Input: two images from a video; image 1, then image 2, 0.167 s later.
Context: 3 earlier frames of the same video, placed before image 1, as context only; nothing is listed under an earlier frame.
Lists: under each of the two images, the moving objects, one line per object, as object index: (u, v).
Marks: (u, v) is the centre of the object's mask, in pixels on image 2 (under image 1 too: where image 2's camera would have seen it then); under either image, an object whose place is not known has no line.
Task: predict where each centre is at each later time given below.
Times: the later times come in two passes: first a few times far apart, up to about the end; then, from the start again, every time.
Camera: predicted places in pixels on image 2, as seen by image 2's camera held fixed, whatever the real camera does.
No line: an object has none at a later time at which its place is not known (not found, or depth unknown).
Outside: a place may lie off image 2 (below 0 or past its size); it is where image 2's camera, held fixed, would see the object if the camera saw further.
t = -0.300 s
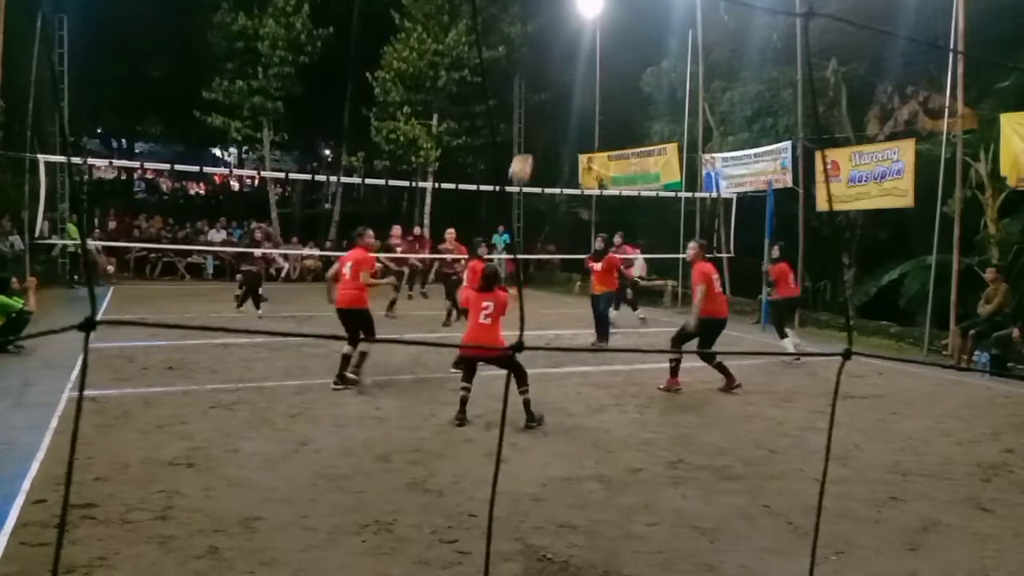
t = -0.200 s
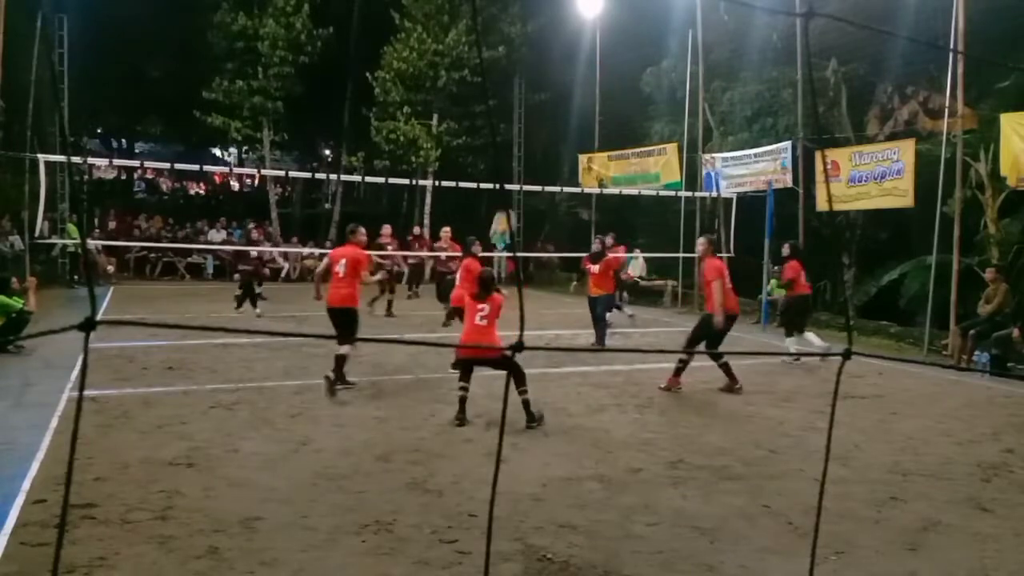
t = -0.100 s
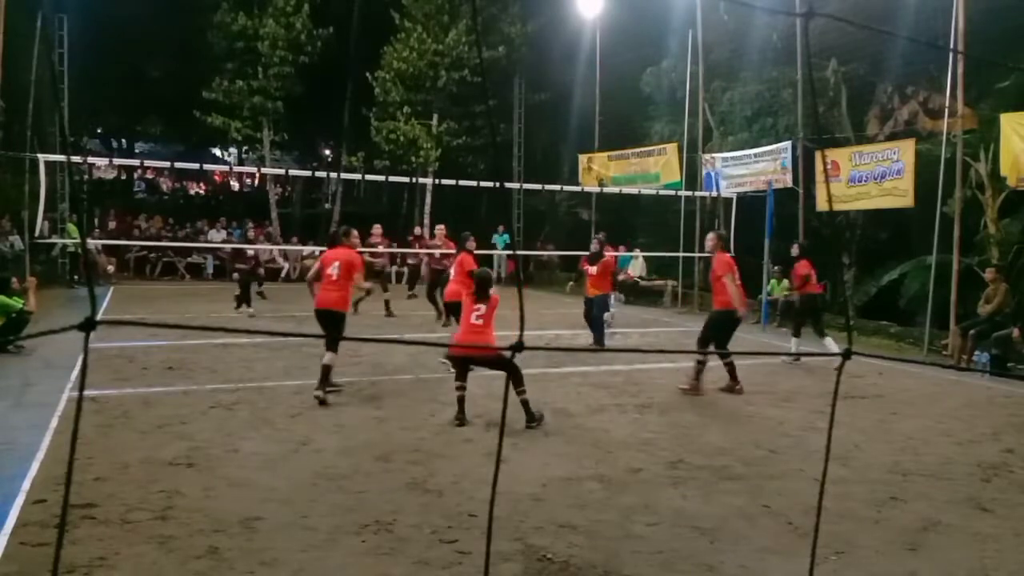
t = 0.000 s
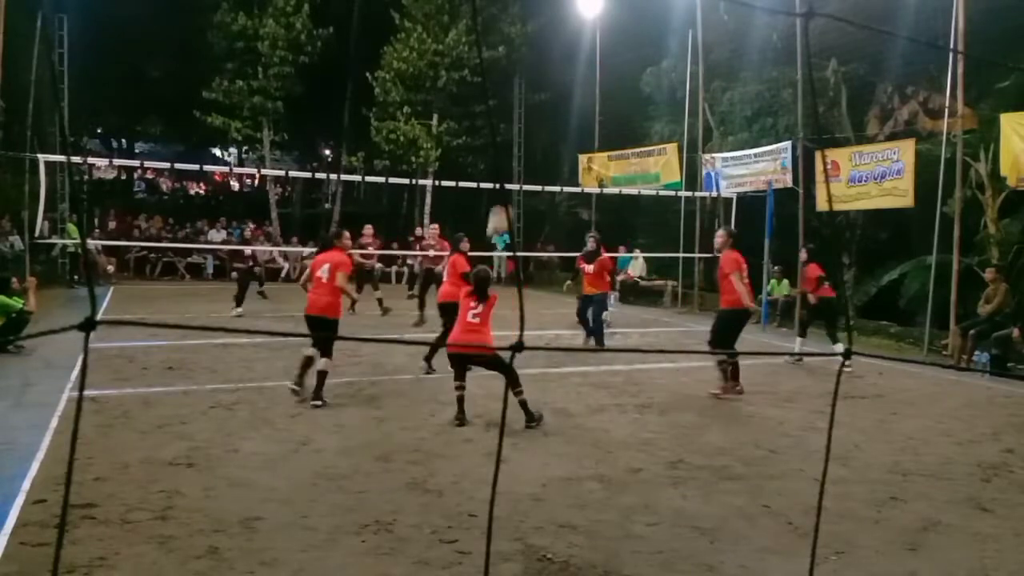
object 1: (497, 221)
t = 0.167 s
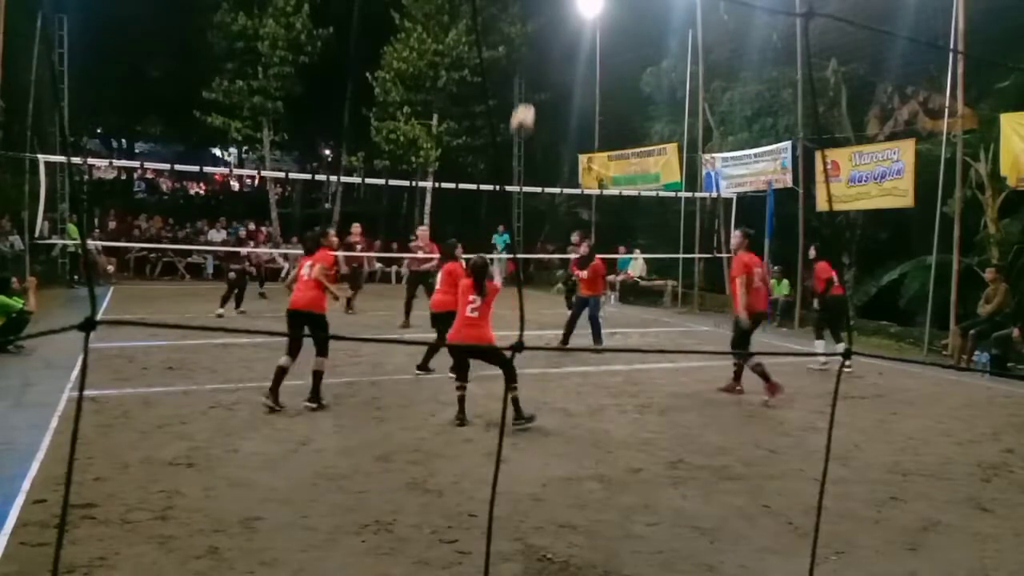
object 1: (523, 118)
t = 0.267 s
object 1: (535, 76)
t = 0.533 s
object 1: (560, 21)
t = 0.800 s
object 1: (580, 41)
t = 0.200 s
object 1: (527, 102)
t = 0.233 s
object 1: (531, 88)
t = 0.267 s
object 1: (535, 76)
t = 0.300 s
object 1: (538, 64)
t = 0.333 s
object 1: (542, 54)
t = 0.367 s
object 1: (545, 46)
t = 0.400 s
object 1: (549, 39)
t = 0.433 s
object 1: (552, 34)
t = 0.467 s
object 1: (555, 28)
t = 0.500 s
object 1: (558, 24)
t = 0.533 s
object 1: (560, 21)
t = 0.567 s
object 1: (563, 19)
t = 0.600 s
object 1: (565, 19)
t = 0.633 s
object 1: (567, 20)
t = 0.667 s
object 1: (570, 23)
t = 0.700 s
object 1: (572, 26)
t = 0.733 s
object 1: (575, 30)
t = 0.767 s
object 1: (578, 35)
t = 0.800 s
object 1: (580, 41)
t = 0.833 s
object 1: (582, 47)
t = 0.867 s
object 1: (584, 56)
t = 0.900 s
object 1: (586, 64)
